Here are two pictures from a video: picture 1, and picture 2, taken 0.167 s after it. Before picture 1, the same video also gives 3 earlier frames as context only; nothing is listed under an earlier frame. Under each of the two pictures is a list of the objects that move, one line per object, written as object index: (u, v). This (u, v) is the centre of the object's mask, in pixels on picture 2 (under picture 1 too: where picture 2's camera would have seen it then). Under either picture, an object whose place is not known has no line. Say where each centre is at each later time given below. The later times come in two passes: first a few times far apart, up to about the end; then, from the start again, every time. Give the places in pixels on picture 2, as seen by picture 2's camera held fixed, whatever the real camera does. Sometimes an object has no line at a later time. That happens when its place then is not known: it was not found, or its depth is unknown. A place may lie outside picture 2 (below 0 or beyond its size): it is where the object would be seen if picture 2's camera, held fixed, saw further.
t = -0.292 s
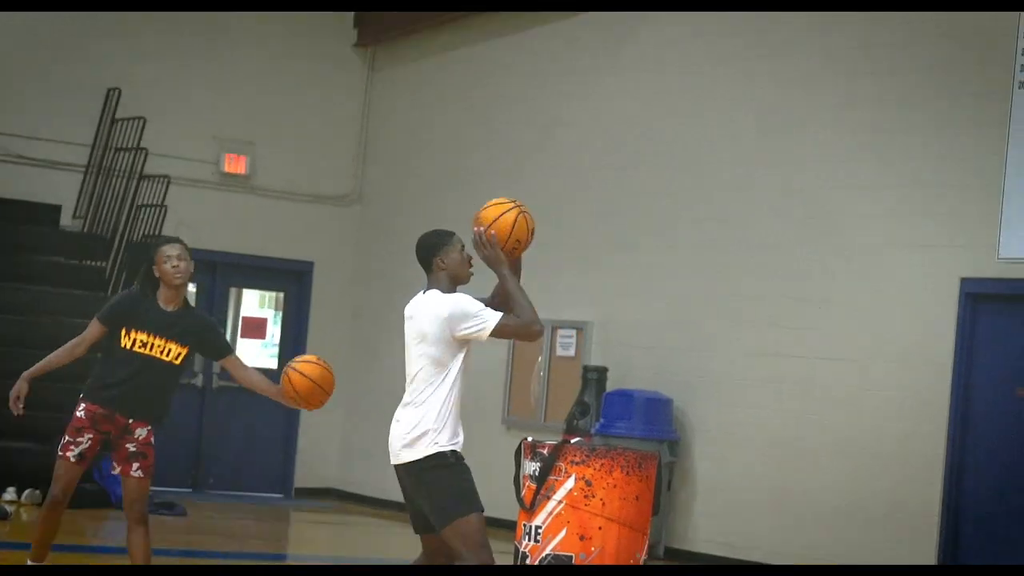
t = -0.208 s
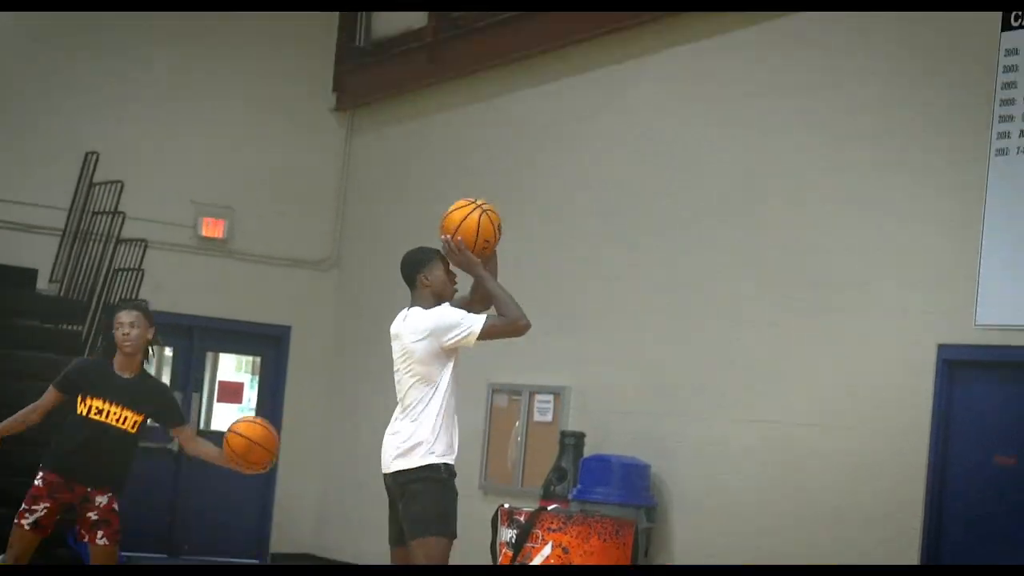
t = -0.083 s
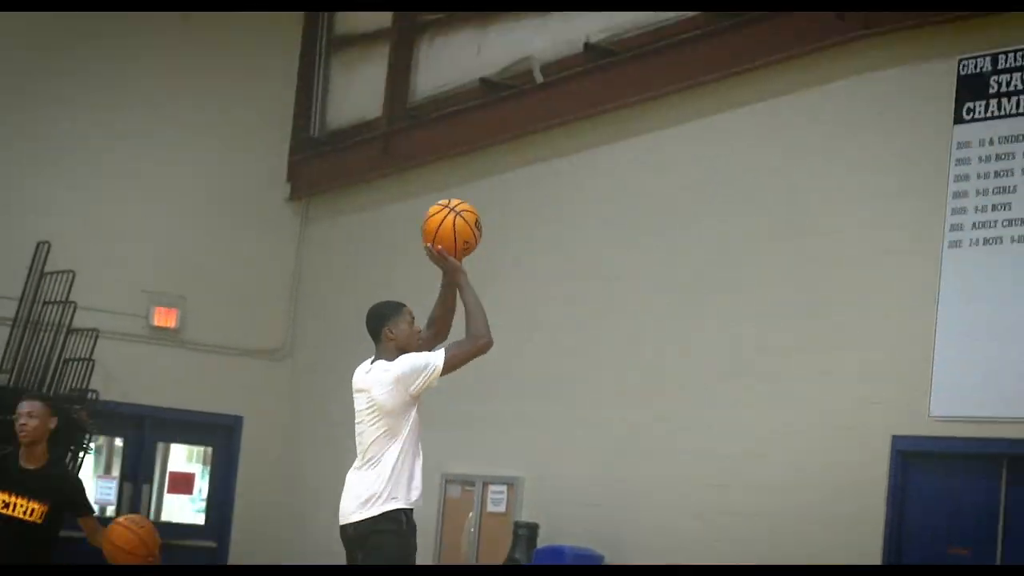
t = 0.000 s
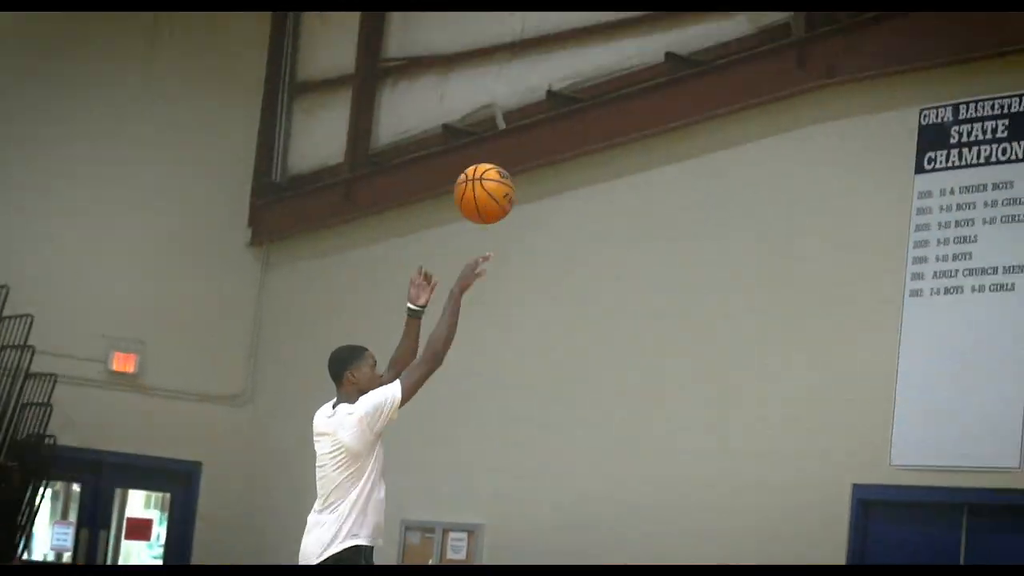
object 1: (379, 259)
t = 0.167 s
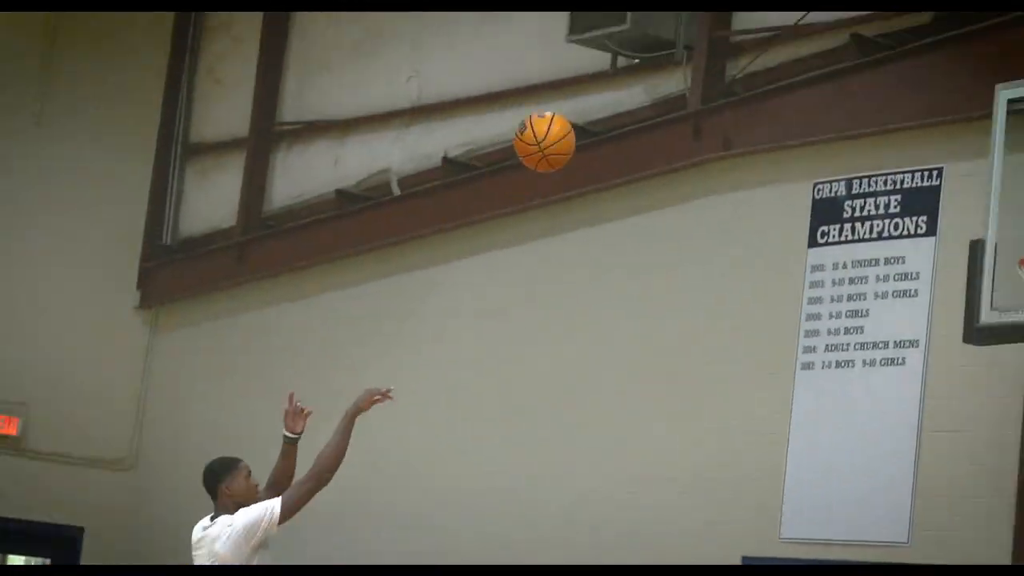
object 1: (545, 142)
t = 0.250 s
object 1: (623, 108)
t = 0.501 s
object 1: (846, 106)
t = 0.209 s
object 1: (584, 122)
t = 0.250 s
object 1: (623, 108)
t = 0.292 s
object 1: (661, 97)
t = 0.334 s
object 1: (699, 91)
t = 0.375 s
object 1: (736, 89)
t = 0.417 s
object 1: (773, 91)
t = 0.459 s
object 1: (809, 96)
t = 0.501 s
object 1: (846, 106)
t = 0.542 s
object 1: (882, 119)
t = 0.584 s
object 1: (917, 137)
